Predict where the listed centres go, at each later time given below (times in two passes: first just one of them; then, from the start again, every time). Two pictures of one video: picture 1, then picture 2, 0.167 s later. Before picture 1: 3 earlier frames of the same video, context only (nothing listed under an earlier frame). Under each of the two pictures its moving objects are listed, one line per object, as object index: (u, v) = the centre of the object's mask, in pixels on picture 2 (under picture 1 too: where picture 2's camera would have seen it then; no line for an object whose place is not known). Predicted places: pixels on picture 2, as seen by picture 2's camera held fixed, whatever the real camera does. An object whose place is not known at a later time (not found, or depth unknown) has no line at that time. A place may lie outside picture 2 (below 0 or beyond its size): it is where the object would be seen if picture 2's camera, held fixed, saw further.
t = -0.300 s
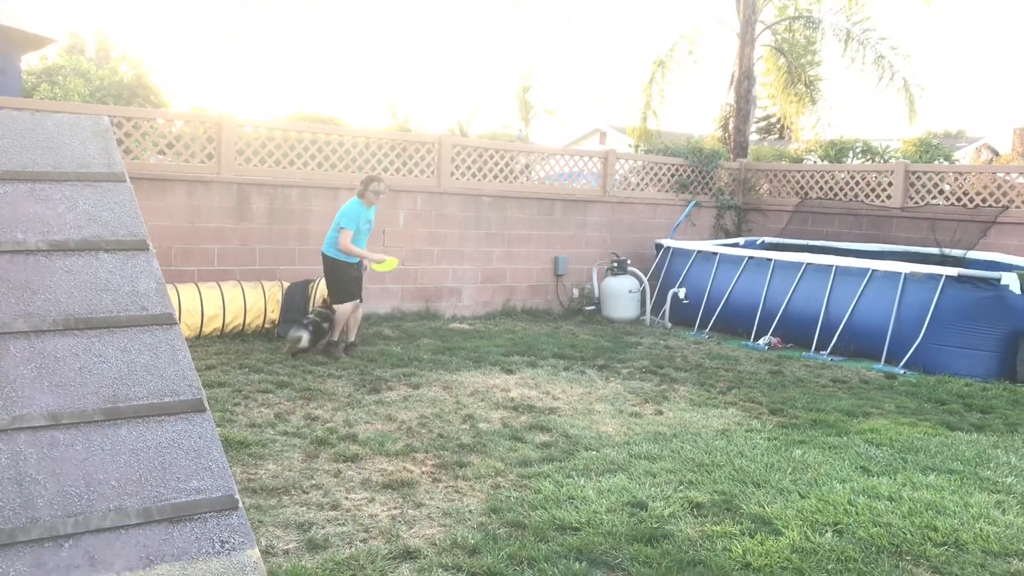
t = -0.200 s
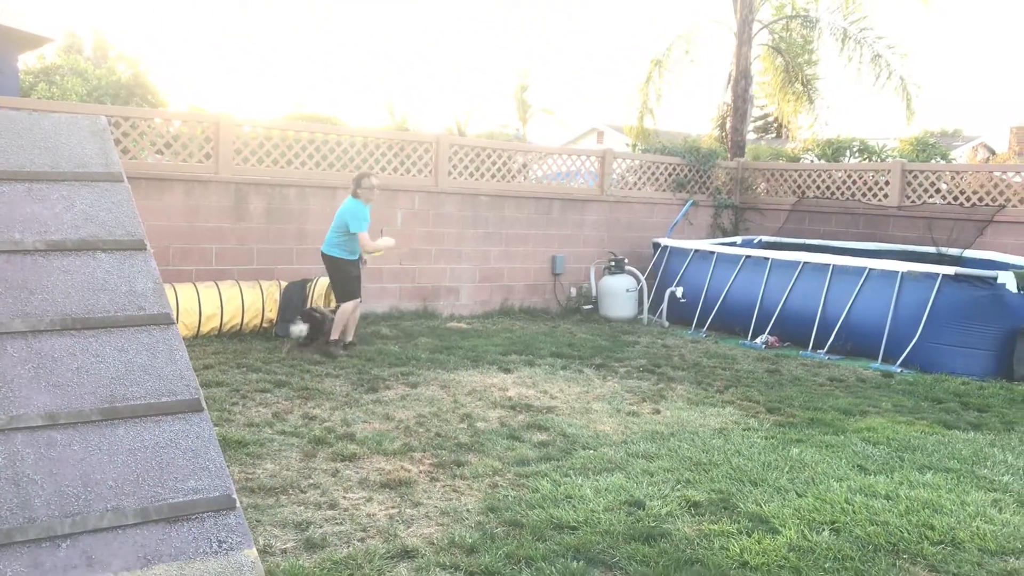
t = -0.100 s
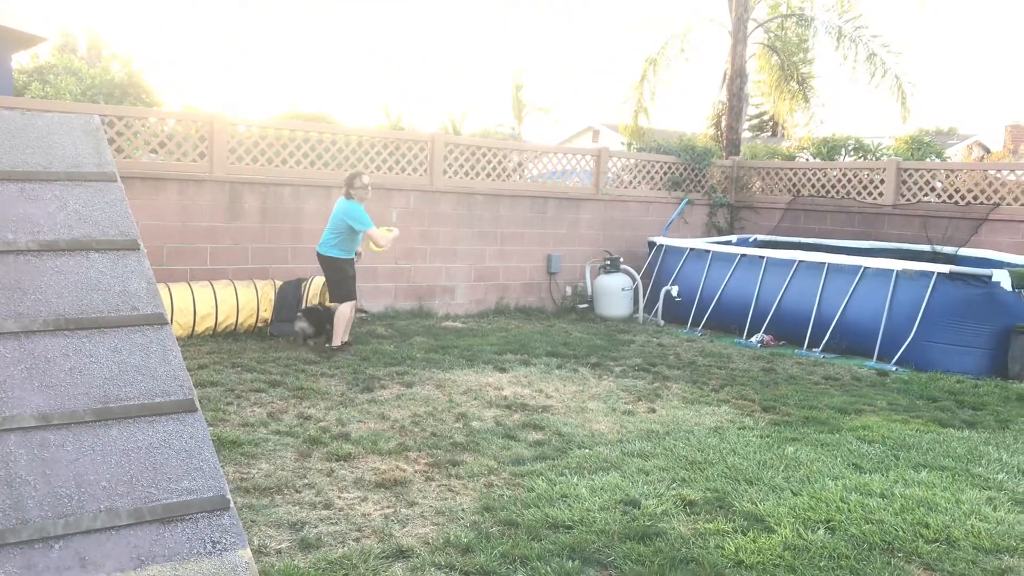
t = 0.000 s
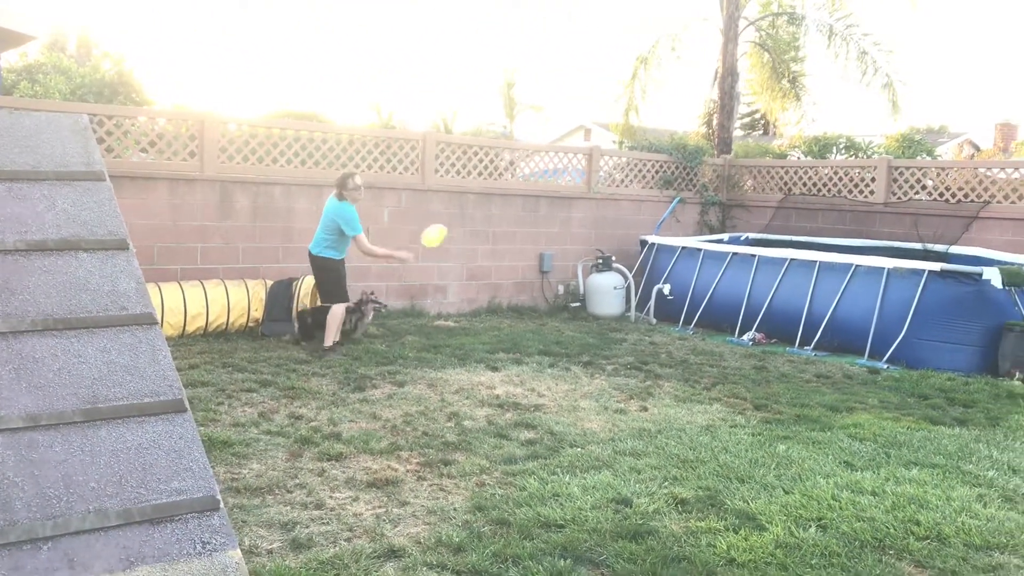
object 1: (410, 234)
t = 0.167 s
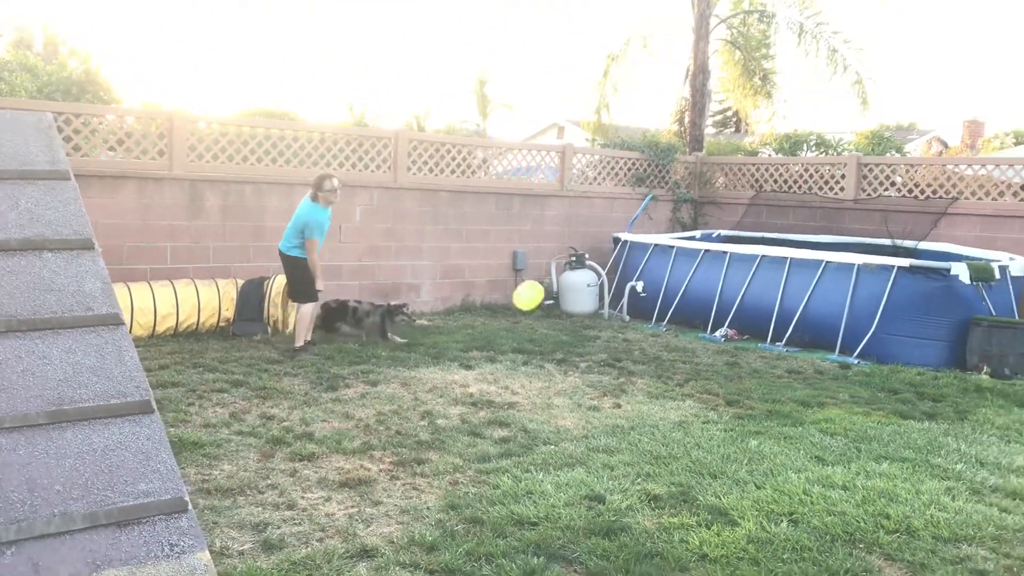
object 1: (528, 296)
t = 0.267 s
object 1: (609, 355)
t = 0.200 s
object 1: (554, 314)
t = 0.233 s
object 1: (581, 333)
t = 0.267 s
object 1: (609, 355)
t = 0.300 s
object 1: (639, 381)
